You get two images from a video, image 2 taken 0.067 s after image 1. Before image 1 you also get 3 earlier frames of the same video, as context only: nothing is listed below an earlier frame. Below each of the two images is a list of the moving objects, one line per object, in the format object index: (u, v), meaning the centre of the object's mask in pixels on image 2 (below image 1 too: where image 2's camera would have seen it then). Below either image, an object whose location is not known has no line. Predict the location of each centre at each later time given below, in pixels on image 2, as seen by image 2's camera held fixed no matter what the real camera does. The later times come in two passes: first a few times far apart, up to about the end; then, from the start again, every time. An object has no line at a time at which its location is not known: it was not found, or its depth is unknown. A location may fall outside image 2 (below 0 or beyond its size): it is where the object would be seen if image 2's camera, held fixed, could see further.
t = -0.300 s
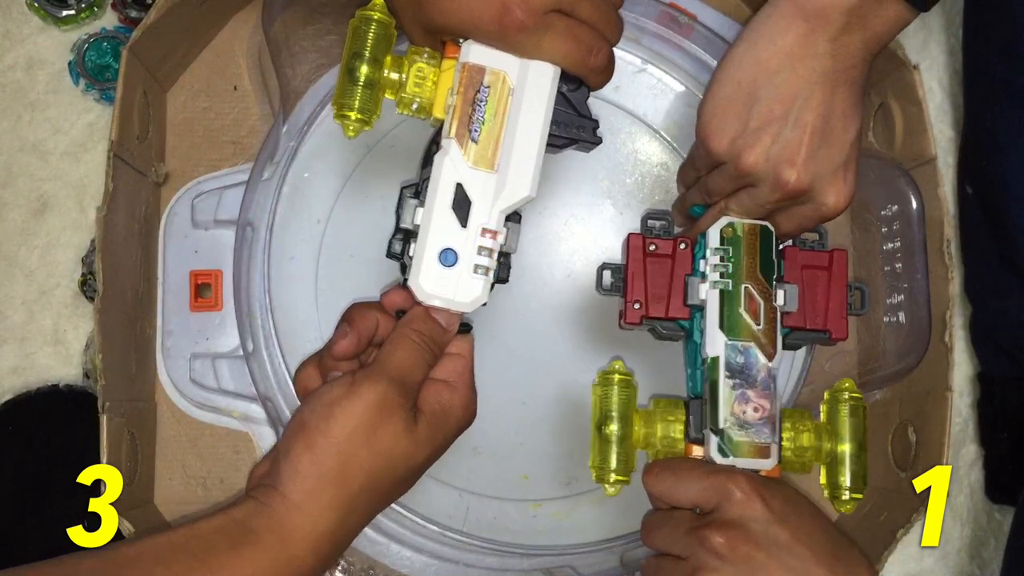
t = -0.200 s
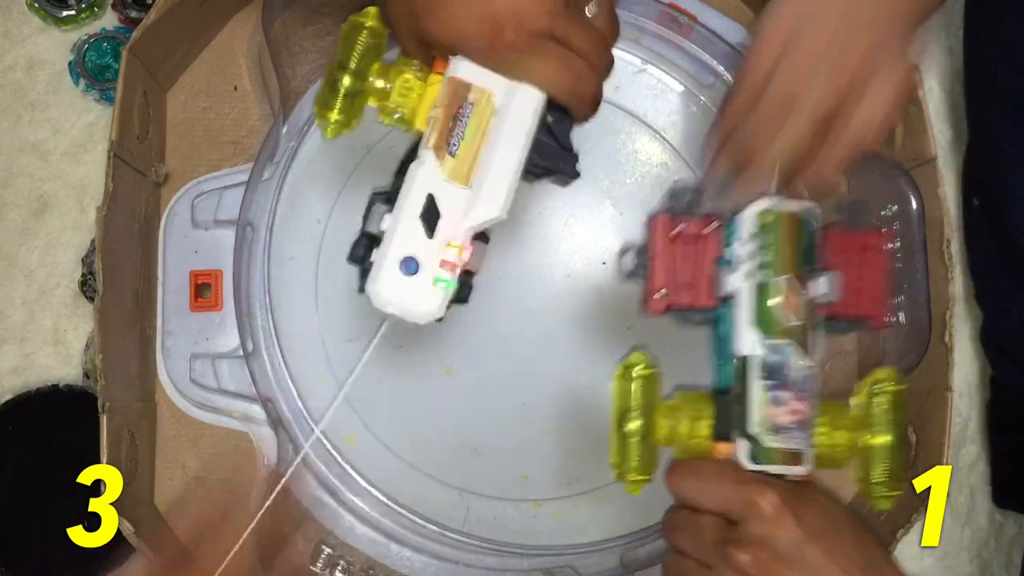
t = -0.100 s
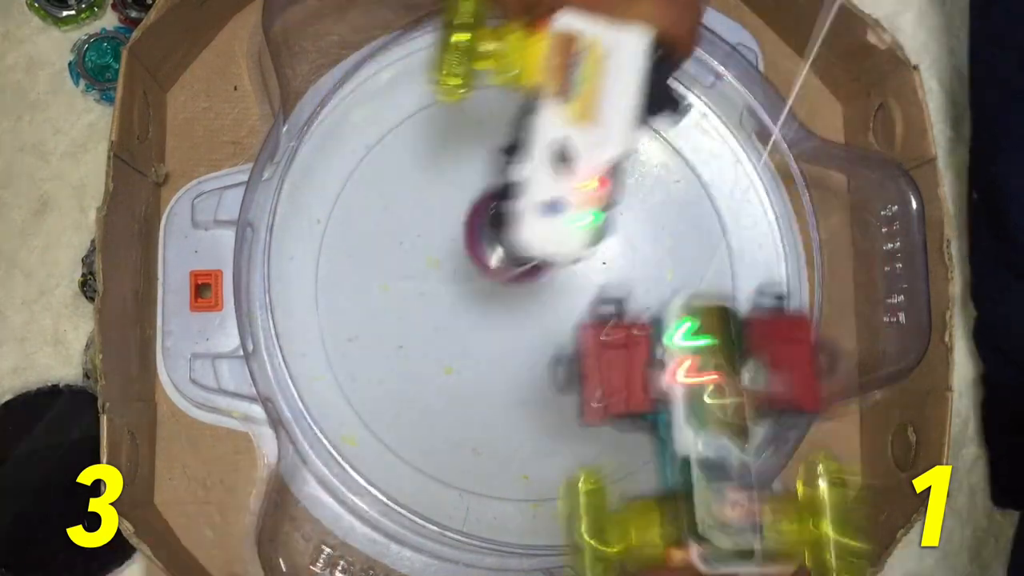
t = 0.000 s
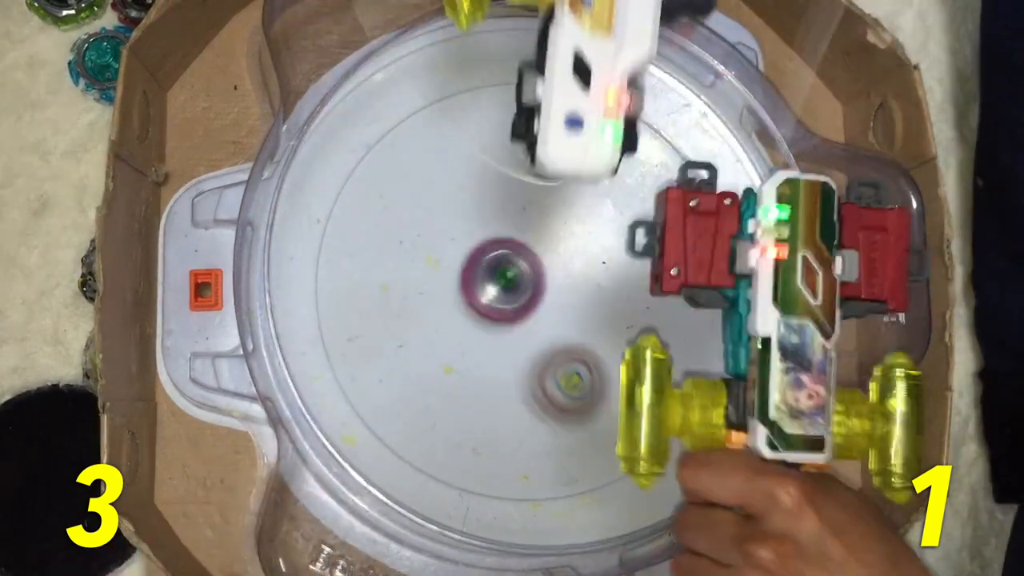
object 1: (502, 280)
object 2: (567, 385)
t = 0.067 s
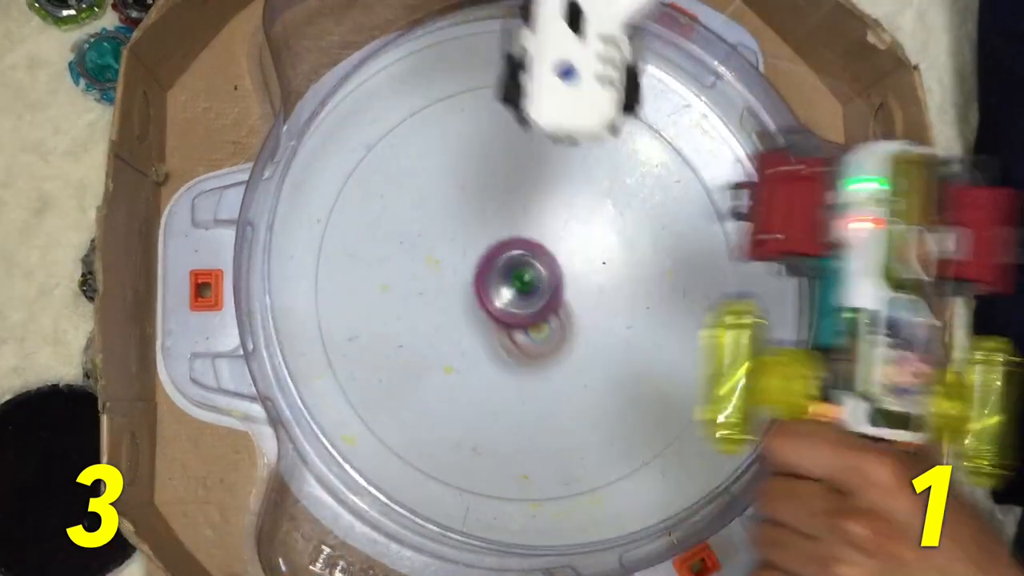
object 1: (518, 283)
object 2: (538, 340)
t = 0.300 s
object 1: (574, 336)
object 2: (426, 149)
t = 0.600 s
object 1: (590, 213)
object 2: (385, 243)
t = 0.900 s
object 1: (398, 193)
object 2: (532, 332)
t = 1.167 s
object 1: (449, 418)
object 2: (617, 202)
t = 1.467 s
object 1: (729, 314)
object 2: (458, 143)
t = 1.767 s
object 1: (474, 94)
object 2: (496, 366)
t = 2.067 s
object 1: (391, 429)
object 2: (725, 285)
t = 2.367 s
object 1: (722, 345)
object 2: (506, 98)
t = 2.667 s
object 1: (525, 88)
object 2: (389, 424)
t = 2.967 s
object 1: (342, 357)
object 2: (714, 379)
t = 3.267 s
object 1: (658, 441)
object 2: (582, 115)
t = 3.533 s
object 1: (679, 158)
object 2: (322, 308)
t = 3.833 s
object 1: (369, 164)
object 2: (622, 469)
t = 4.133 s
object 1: (452, 471)
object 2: (658, 180)
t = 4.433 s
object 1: (723, 336)
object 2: (343, 201)
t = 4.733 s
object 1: (556, 90)
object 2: (484, 472)
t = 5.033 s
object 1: (328, 277)
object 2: (687, 244)
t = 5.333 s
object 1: (535, 487)
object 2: (430, 115)
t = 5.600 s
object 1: (726, 315)
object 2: (364, 366)
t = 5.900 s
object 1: (561, 91)
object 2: (670, 365)
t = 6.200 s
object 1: (333, 244)
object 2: (612, 107)
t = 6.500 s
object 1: (483, 472)
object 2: (369, 228)
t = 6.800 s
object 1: (716, 349)
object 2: (585, 445)
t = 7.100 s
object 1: (615, 108)
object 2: (714, 222)
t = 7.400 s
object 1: (368, 172)
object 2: (458, 151)
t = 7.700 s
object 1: (515, 488)
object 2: (481, 392)
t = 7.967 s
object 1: (725, 159)
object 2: (669, 367)
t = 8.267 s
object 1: (425, 59)
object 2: (593, 165)
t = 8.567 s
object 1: (297, 238)
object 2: (429, 285)
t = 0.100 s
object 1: (523, 289)
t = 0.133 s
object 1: (526, 297)
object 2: (477, 264)
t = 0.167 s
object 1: (527, 309)
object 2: (474, 248)
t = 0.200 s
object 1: (534, 325)
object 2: (459, 218)
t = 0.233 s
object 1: (549, 329)
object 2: (447, 191)
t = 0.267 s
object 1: (563, 333)
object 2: (436, 168)
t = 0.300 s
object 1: (574, 336)
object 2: (426, 149)
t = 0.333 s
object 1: (585, 334)
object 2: (417, 137)
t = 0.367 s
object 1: (596, 331)
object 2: (408, 132)
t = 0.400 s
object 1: (603, 323)
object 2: (402, 133)
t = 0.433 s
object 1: (609, 312)
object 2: (396, 141)
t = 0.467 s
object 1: (613, 297)
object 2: (391, 157)
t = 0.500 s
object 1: (614, 279)
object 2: (386, 174)
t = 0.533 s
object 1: (610, 258)
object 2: (383, 196)
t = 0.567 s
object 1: (602, 236)
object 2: (382, 221)
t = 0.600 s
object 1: (590, 213)
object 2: (385, 243)
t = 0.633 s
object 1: (575, 193)
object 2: (393, 265)
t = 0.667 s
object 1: (556, 175)
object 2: (404, 284)
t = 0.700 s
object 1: (536, 161)
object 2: (417, 301)
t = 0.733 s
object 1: (513, 152)
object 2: (433, 315)
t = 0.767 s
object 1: (489, 148)
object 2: (452, 325)
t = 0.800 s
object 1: (463, 150)
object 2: (472, 332)
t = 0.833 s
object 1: (439, 158)
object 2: (492, 335)
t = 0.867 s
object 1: (417, 173)
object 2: (512, 335)
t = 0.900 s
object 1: (398, 193)
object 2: (532, 332)
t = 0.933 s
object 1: (384, 218)
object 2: (550, 325)
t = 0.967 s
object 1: (375, 248)
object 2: (567, 315)
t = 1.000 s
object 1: (373, 277)
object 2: (583, 301)
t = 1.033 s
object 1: (376, 309)
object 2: (597, 285)
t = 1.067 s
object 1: (386, 340)
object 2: (608, 266)
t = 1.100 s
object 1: (401, 370)
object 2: (615, 246)
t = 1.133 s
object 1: (422, 395)
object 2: (618, 224)
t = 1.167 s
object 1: (449, 418)
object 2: (617, 202)
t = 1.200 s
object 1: (481, 435)
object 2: (611, 181)
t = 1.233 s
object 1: (515, 445)
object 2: (601, 162)
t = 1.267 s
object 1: (553, 448)
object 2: (586, 145)
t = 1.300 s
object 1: (592, 444)
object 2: (569, 132)
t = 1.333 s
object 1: (627, 430)
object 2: (548, 124)
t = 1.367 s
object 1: (660, 410)
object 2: (525, 120)
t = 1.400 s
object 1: (690, 383)
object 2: (501, 121)
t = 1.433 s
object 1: (713, 352)
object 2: (479, 129)
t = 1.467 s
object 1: (729, 314)
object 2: (458, 143)
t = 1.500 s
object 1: (727, 275)
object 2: (441, 162)
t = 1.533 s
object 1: (719, 234)
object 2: (428, 184)
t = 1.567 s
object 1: (702, 192)
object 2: (421, 206)
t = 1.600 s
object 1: (677, 156)
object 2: (419, 229)
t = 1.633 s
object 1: (642, 125)
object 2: (420, 256)
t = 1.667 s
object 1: (604, 104)
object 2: (429, 286)
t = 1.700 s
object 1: (561, 91)
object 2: (445, 314)
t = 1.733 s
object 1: (517, 88)
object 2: (467, 342)
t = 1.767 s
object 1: (474, 94)
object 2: (496, 366)
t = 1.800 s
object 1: (432, 111)
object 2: (530, 384)
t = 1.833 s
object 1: (395, 136)
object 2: (566, 395)
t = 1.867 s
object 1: (364, 171)
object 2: (601, 398)
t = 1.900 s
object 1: (343, 211)
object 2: (639, 395)
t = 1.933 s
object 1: (330, 257)
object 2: (671, 384)
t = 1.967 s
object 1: (329, 304)
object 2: (699, 368)
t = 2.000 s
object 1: (340, 351)
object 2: (724, 346)
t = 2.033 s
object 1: (360, 393)
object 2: (730, 319)
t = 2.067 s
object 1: (391, 429)
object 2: (725, 285)
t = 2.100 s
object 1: (429, 459)
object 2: (717, 254)
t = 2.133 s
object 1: (471, 478)
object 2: (708, 219)
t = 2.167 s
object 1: (517, 487)
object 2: (693, 185)
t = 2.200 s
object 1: (563, 486)
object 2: (673, 152)
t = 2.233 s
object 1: (607, 473)
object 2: (649, 125)
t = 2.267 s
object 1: (647, 451)
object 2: (618, 106)
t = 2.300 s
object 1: (679, 421)
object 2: (583, 95)
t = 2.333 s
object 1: (704, 386)
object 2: (546, 92)
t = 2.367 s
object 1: (722, 345)
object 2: (506, 98)
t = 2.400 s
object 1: (729, 303)
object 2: (465, 111)
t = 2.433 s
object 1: (726, 262)
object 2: (431, 135)
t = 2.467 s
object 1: (715, 220)
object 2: (400, 165)
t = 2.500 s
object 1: (697, 183)
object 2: (377, 205)
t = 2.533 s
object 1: (671, 150)
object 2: (359, 249)
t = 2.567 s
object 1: (639, 122)
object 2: (352, 293)
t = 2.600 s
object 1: (603, 104)
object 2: (357, 339)
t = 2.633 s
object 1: (564, 92)
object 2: (368, 385)
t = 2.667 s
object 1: (525, 88)
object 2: (389, 424)
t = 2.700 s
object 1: (484, 92)
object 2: (416, 460)
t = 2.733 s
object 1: (446, 104)
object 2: (457, 481)
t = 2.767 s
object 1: (411, 124)
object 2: (499, 488)
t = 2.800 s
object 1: (379, 153)
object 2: (543, 492)
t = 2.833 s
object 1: (355, 186)
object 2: (587, 486)
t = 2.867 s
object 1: (337, 226)
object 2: (630, 466)
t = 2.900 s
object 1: (328, 270)
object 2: (664, 443)
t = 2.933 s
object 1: (330, 314)
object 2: (692, 413)
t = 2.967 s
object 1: (342, 357)
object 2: (714, 379)
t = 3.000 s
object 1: (362, 395)
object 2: (725, 339)
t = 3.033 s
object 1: (390, 429)
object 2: (729, 300)
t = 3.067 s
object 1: (426, 456)
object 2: (728, 266)
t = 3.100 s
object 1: (464, 476)
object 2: (720, 233)
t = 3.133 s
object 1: (505, 485)
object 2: (706, 199)
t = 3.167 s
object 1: (547, 487)
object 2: (689, 168)
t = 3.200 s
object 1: (587, 479)
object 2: (659, 143)
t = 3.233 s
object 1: (624, 465)
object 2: (621, 127)
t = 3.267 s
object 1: (658, 441)
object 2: (582, 115)
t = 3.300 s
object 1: (687, 412)
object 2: (537, 112)
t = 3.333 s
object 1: (708, 378)
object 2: (496, 118)
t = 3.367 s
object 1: (721, 342)
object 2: (453, 133)
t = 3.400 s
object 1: (728, 303)
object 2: (414, 156)
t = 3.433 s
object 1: (726, 264)
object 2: (380, 185)
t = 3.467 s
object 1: (717, 224)
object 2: (352, 223)
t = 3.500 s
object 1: (701, 190)
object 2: (333, 263)
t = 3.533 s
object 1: (679, 158)
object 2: (322, 308)
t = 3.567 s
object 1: (650, 129)
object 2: (335, 351)
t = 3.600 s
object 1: (615, 109)
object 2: (361, 392)
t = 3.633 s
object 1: (579, 94)
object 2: (393, 430)
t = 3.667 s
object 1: (541, 88)
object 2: (424, 462)
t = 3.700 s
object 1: (503, 88)
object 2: (469, 477)
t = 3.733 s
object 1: (464, 97)
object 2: (510, 488)
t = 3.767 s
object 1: (429, 112)
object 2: (552, 490)
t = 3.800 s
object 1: (396, 135)
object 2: (587, 482)
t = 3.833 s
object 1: (369, 164)
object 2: (622, 469)
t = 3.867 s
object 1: (348, 199)
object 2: (649, 450)
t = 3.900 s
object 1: (333, 237)
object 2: (675, 425)
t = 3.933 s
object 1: (328, 279)
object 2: (695, 396)
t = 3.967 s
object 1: (331, 319)
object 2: (708, 363)
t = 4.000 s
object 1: (343, 359)
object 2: (713, 325)
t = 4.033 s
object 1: (361, 394)
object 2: (711, 284)
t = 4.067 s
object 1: (387, 426)
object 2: (700, 248)
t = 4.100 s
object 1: (418, 452)
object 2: (683, 212)
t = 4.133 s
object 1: (452, 471)
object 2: (658, 180)
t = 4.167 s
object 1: (493, 483)
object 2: (628, 147)
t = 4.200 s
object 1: (531, 487)
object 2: (591, 128)
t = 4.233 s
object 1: (570, 484)
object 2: (553, 114)
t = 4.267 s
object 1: (607, 473)
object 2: (512, 107)
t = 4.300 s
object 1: (641, 454)
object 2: (470, 108)
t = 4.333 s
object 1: (669, 431)
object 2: (430, 116)
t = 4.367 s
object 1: (694, 403)
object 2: (393, 130)
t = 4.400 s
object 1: (711, 371)
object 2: (363, 162)
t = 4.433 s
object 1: (723, 336)
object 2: (343, 201)
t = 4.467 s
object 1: (729, 298)
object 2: (326, 243)
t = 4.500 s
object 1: (726, 264)
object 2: (326, 286)
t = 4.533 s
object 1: (718, 227)
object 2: (331, 330)
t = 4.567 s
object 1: (703, 193)
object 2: (343, 368)
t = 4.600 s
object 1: (684, 163)
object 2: (363, 401)
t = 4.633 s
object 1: (657, 136)
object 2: (389, 429)
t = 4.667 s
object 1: (627, 113)
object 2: (416, 449)
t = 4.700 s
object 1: (591, 99)
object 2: (449, 464)
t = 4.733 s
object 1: (556, 90)
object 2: (484, 472)
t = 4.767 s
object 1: (521, 87)
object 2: (522, 473)
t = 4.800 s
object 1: (484, 91)
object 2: (560, 464)
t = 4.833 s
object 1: (449, 102)
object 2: (594, 449)
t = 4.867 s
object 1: (418, 118)
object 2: (626, 426)
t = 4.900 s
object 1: (389, 142)
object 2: (652, 395)
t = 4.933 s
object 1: (364, 170)
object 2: (673, 359)
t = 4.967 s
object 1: (346, 203)
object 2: (684, 323)
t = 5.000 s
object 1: (333, 237)
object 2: (689, 284)
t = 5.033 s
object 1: (328, 277)
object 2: (687, 244)
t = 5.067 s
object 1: (331, 313)
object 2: (679, 210)
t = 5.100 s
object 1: (339, 348)
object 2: (664, 173)
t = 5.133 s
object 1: (354, 383)
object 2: (643, 142)
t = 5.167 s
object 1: (375, 412)
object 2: (613, 115)
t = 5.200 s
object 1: (401, 437)
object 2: (579, 96)
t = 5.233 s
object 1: (430, 459)
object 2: (545, 81)
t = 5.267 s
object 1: (463, 475)
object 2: (507, 85)
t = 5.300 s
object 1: (499, 485)
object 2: (465, 98)
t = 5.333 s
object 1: (535, 487)
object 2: (430, 115)
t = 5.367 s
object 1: (570, 483)
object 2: (393, 135)
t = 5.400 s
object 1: (605, 474)
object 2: (366, 162)
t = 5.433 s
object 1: (635, 457)
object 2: (346, 198)
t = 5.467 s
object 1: (664, 436)
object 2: (335, 232)
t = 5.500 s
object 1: (689, 410)
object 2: (328, 265)
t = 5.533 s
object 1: (706, 381)
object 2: (332, 300)
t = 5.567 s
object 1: (720, 350)
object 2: (343, 335)
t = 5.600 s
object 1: (726, 315)
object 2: (364, 366)
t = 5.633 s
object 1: (729, 282)
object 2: (389, 393)
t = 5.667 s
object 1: (723, 248)
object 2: (421, 416)
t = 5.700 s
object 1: (714, 216)
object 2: (459, 430)
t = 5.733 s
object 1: (699, 184)
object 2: (496, 437)
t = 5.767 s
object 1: (679, 156)
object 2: (538, 437)
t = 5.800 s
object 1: (654, 132)
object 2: (577, 428)
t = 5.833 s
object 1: (625, 113)
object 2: (610, 413)
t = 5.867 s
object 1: (595, 99)
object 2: (644, 391)
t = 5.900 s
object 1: (561, 91)
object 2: (670, 365)
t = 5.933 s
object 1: (529, 87)
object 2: (690, 334)
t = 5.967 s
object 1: (496, 89)
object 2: (703, 303)
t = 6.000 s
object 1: (464, 97)
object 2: (710, 271)
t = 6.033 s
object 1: (432, 110)
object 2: (709, 238)
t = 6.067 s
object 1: (403, 129)
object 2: (703, 204)
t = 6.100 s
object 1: (379, 152)
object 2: (694, 172)
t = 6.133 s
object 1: (358, 179)
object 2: (676, 143)
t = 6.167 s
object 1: (343, 210)
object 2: (645, 122)
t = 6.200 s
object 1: (333, 244)
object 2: (612, 107)
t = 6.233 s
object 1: (330, 278)
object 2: (582, 93)
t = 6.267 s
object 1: (332, 312)
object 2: (549, 87)
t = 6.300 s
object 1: (340, 346)
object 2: (516, 86)
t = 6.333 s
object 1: (353, 376)
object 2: (484, 92)
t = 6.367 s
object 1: (372, 404)
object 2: (453, 106)
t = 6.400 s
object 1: (396, 428)
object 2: (423, 128)
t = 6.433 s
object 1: (422, 447)
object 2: (398, 157)
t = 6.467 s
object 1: (452, 462)
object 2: (378, 191)
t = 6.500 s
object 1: (483, 472)
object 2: (369, 228)
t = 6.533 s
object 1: (516, 477)
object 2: (369, 269)
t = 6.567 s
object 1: (549, 476)
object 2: (378, 307)
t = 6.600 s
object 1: (580, 471)
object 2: (393, 343)
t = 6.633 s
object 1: (609, 461)
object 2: (414, 375)
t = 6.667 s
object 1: (638, 446)
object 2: (443, 404)
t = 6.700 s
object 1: (663, 428)
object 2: (476, 425)
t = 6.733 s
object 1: (685, 405)
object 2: (510, 438)
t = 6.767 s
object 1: (703, 379)
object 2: (549, 445)
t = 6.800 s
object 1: (716, 349)
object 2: (585, 445)
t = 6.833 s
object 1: (724, 319)
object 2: (619, 438)
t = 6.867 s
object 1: (728, 287)
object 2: (651, 424)
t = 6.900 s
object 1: (726, 256)
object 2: (681, 404)
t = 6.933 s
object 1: (716, 224)
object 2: (704, 379)
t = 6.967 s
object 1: (704, 196)
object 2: (721, 349)
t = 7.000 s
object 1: (688, 169)
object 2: (732, 317)
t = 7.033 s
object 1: (667, 144)
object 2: (731, 285)
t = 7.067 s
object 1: (640, 122)
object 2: (724, 253)
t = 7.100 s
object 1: (615, 108)
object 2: (714, 222)
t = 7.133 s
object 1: (586, 97)
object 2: (700, 193)
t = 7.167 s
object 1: (557, 89)
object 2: (680, 166)
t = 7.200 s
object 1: (526, 87)
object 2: (652, 148)
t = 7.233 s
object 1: (496, 91)
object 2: (621, 132)
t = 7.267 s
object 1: (466, 99)
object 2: (588, 122)
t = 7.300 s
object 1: (438, 111)
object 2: (555, 119)
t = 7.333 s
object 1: (411, 128)
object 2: (520, 124)
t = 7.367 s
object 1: (388, 148)
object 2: (487, 135)
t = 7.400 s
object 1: (368, 172)
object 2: (458, 151)
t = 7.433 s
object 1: (351, 201)
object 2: (432, 175)
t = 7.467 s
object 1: (331, 235)
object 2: (425, 200)
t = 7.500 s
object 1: (321, 276)
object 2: (423, 226)
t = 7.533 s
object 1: (324, 322)
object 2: (421, 255)
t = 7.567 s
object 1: (340, 368)
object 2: (423, 284)
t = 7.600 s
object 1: (371, 411)
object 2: (430, 315)
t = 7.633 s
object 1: (409, 449)
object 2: (443, 345)
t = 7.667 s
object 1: (459, 477)
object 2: (460, 369)
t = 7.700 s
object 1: (515, 488)
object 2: (481, 392)
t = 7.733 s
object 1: (575, 486)
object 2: (503, 407)
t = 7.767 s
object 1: (632, 465)
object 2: (529, 416)
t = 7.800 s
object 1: (680, 428)
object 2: (555, 421)
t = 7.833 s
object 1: (716, 379)
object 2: (581, 421)
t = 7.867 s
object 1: (735, 321)
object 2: (608, 415)
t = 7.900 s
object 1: (738, 268)
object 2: (630, 404)
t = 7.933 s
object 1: (733, 211)
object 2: (651, 388)
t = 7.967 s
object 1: (725, 159)
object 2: (669, 367)
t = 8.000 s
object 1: (704, 120)
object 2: (682, 343)
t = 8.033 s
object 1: (666, 95)
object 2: (688, 318)
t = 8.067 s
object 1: (627, 77)
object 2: (690, 293)
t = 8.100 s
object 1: (589, 65)
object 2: (686, 265)
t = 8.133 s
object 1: (553, 58)
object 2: (677, 239)
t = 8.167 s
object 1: (520, 53)
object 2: (663, 216)
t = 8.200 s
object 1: (486, 52)
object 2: (643, 195)
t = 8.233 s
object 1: (455, 56)
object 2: (619, 178)
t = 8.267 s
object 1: (425, 59)
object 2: (593, 165)
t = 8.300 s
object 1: (397, 64)
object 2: (567, 157)
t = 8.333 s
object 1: (373, 75)
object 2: (537, 155)
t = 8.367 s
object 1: (353, 96)
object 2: (506, 159)
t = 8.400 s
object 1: (339, 119)
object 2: (478, 167)
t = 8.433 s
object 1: (328, 142)
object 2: (452, 180)
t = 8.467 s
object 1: (324, 170)
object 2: (430, 197)
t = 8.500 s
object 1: (323, 197)
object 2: (411, 219)
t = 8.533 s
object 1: (314, 219)
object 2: (414, 253)
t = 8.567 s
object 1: (297, 238)
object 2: (429, 285)
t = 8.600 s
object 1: (300, 259)
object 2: (448, 319)
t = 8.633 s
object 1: (303, 279)
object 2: (467, 346)
